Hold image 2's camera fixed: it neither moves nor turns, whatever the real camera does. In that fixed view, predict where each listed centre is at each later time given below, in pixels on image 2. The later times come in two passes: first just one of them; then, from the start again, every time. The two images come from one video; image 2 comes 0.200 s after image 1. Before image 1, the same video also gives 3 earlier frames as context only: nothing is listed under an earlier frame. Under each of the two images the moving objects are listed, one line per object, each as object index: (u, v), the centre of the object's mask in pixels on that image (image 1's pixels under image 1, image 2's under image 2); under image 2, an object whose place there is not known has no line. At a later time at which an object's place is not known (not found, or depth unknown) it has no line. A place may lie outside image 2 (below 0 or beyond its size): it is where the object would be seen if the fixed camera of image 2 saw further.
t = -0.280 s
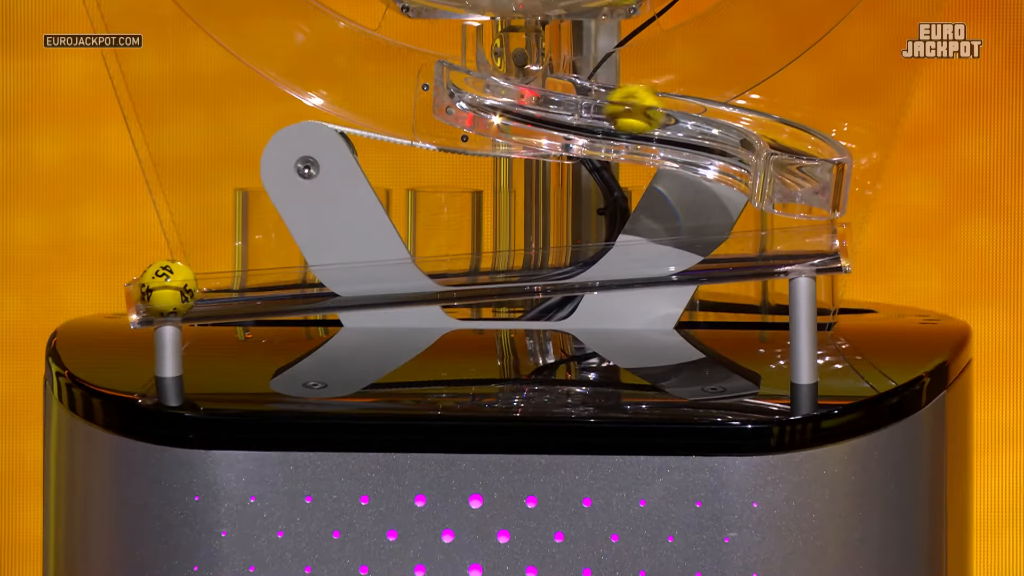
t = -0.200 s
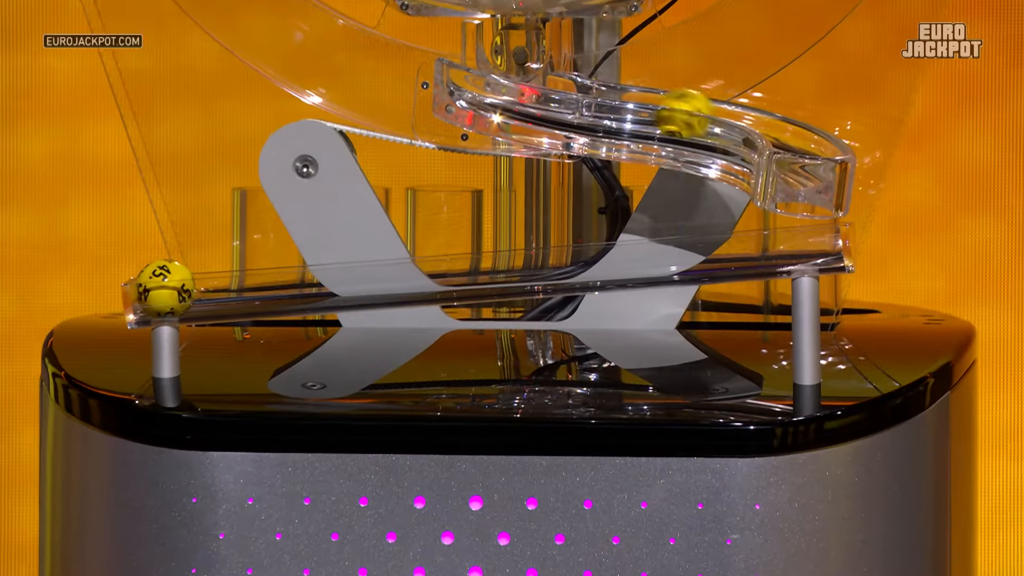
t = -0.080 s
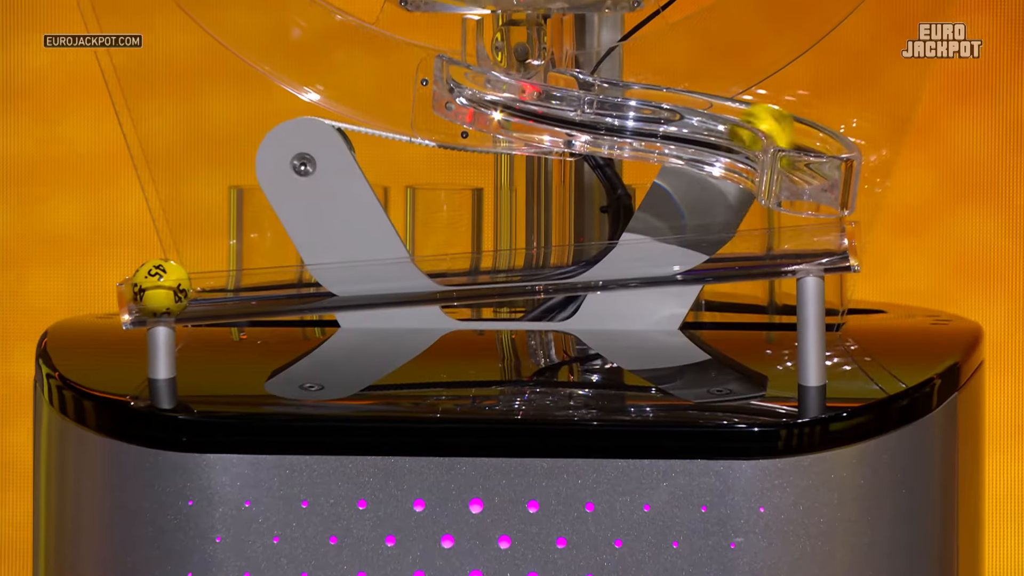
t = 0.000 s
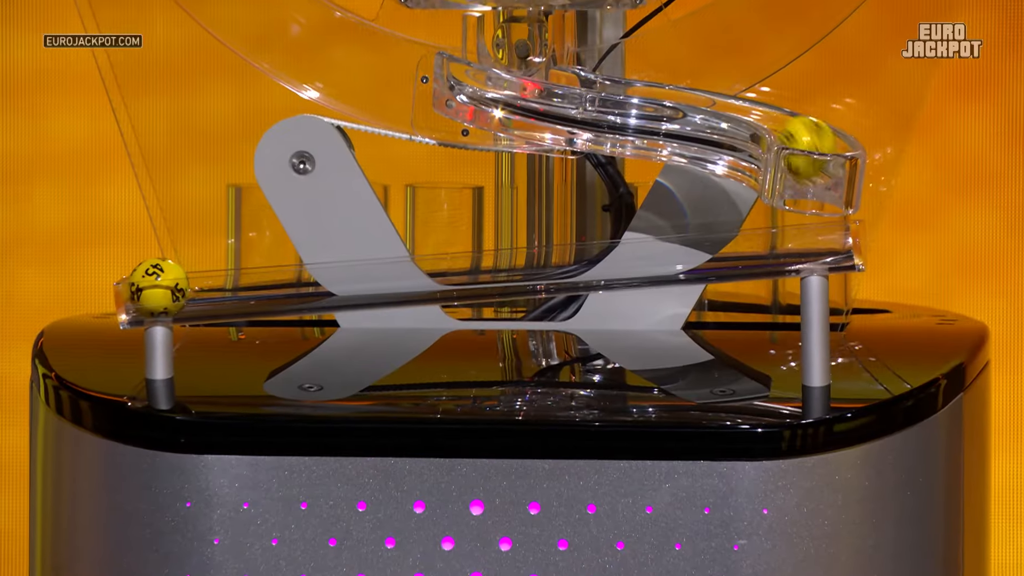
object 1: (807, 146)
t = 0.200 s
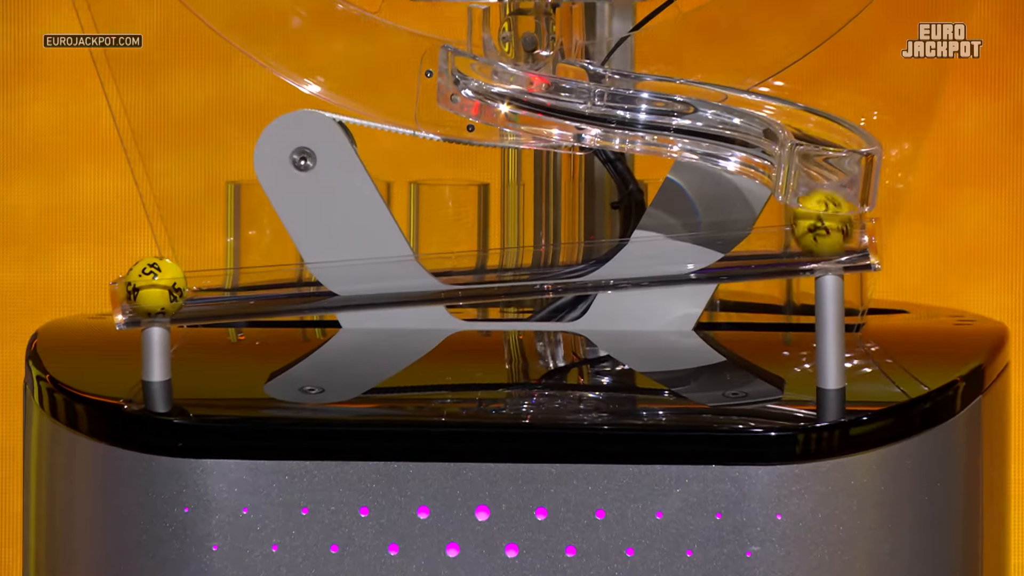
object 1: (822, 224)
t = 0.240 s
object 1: (823, 221)
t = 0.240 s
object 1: (823, 221)
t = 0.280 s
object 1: (826, 220)
